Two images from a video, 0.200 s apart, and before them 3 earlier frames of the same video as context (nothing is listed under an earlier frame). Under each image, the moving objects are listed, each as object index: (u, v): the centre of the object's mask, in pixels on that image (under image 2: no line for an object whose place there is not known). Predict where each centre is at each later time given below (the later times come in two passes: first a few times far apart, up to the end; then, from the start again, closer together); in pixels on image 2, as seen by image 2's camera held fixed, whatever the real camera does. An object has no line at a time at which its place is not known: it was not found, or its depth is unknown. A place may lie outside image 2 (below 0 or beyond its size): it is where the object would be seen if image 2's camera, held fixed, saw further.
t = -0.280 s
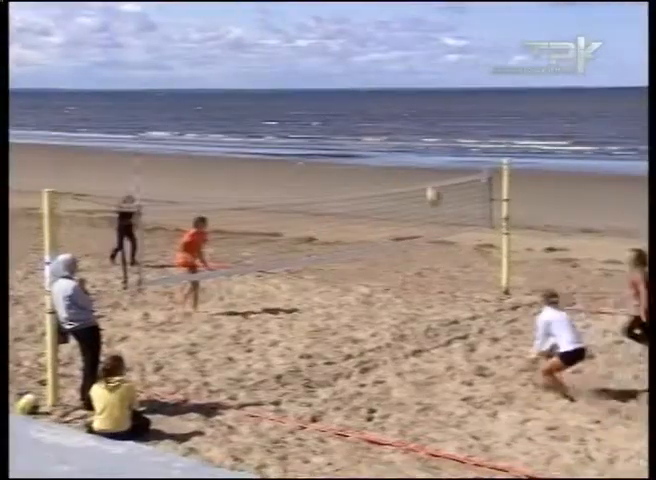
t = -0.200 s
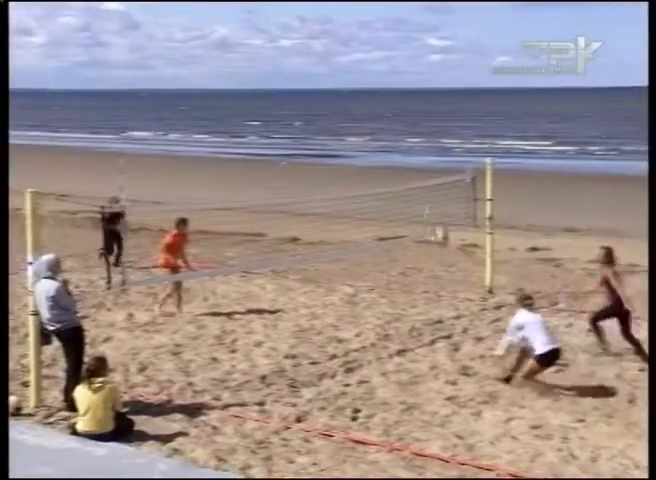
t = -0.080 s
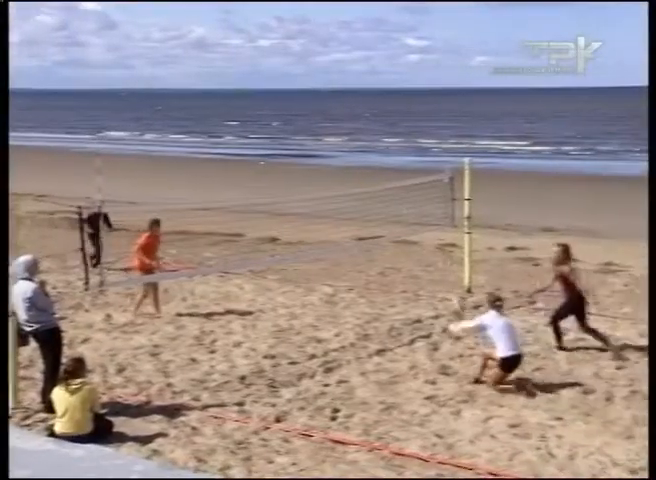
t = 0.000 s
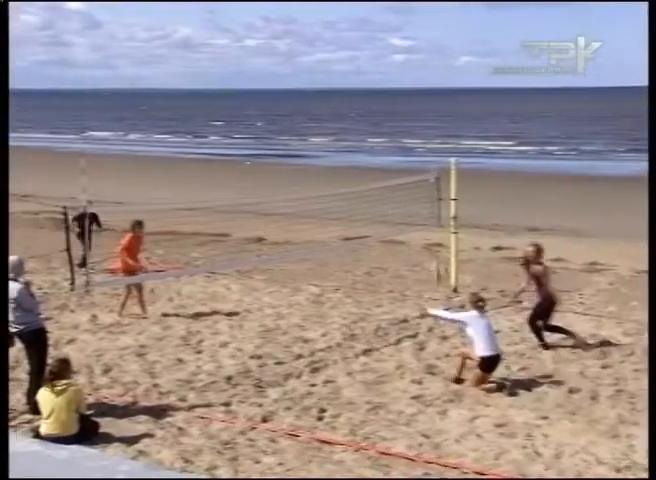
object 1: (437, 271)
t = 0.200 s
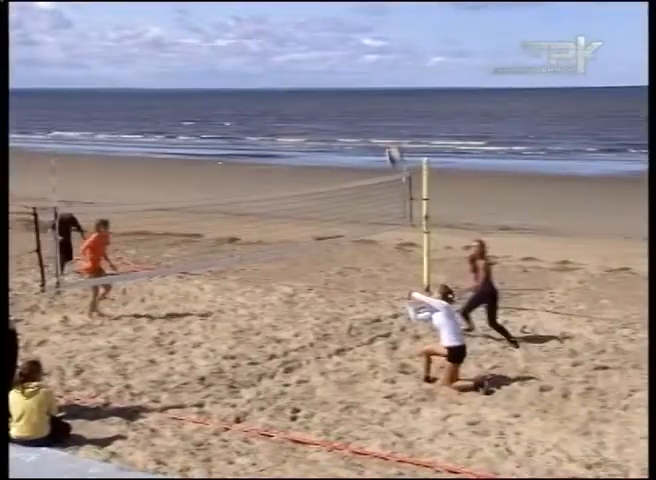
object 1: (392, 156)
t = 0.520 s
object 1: (362, 39)
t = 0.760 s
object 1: (337, 7)
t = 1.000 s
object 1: (312, 17)
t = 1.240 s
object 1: (286, 73)
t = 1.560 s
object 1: (245, 210)
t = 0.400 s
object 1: (375, 73)
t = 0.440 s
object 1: (370, 60)
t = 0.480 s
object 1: (366, 47)
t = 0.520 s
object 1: (362, 39)
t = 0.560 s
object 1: (359, 31)
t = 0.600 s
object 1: (354, 22)
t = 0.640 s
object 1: (349, 14)
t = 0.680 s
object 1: (347, 10)
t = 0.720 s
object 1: (342, 7)
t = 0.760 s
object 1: (337, 7)
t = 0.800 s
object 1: (333, 5)
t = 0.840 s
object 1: (329, 5)
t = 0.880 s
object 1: (324, 6)
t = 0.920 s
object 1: (320, 7)
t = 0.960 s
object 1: (317, 11)
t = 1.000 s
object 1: (312, 17)
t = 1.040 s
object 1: (309, 23)
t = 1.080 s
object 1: (305, 30)
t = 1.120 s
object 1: (299, 38)
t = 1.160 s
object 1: (295, 47)
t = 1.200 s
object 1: (290, 61)
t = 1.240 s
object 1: (286, 73)
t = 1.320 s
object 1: (275, 98)
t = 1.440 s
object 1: (262, 150)
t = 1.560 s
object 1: (245, 210)
